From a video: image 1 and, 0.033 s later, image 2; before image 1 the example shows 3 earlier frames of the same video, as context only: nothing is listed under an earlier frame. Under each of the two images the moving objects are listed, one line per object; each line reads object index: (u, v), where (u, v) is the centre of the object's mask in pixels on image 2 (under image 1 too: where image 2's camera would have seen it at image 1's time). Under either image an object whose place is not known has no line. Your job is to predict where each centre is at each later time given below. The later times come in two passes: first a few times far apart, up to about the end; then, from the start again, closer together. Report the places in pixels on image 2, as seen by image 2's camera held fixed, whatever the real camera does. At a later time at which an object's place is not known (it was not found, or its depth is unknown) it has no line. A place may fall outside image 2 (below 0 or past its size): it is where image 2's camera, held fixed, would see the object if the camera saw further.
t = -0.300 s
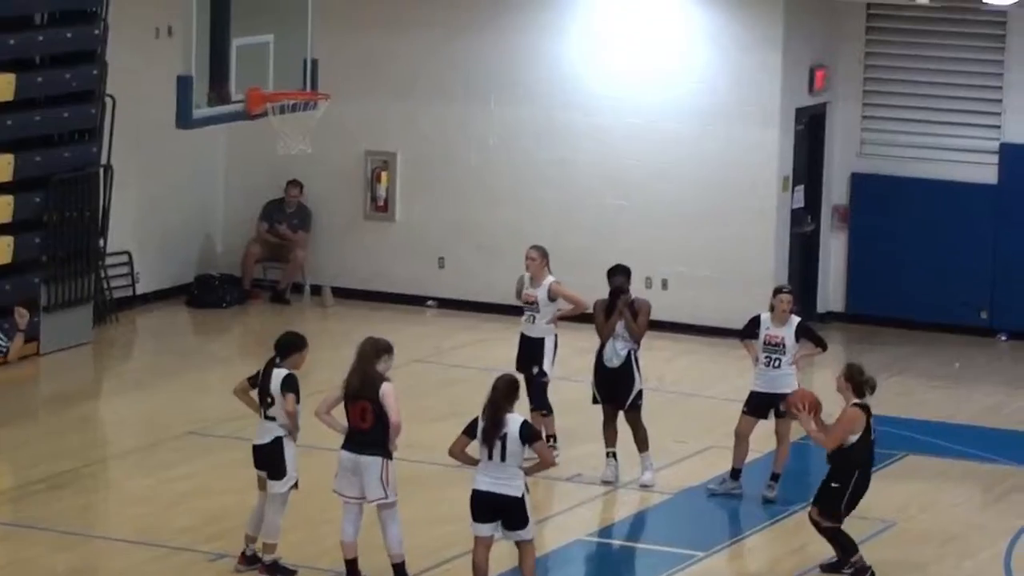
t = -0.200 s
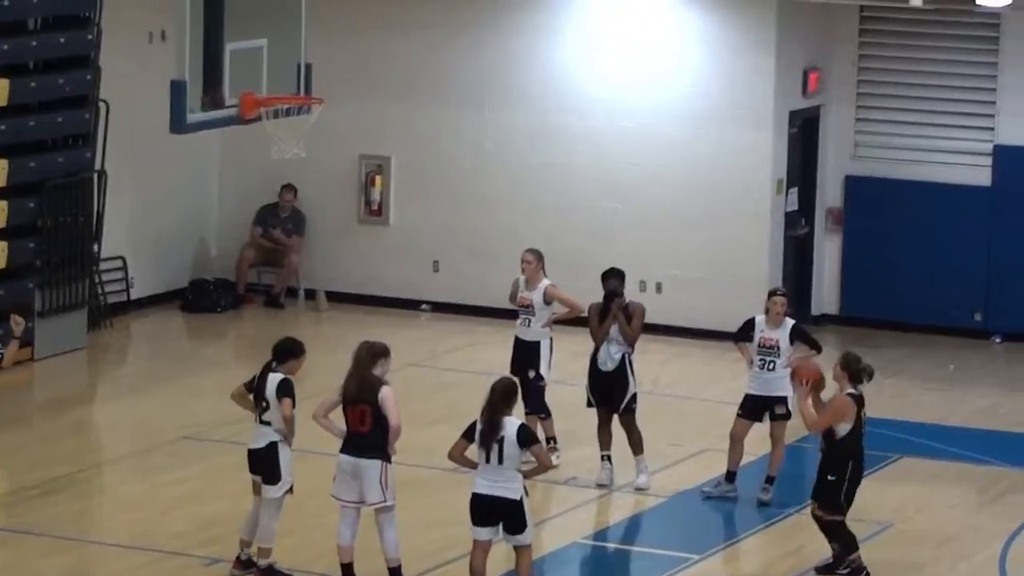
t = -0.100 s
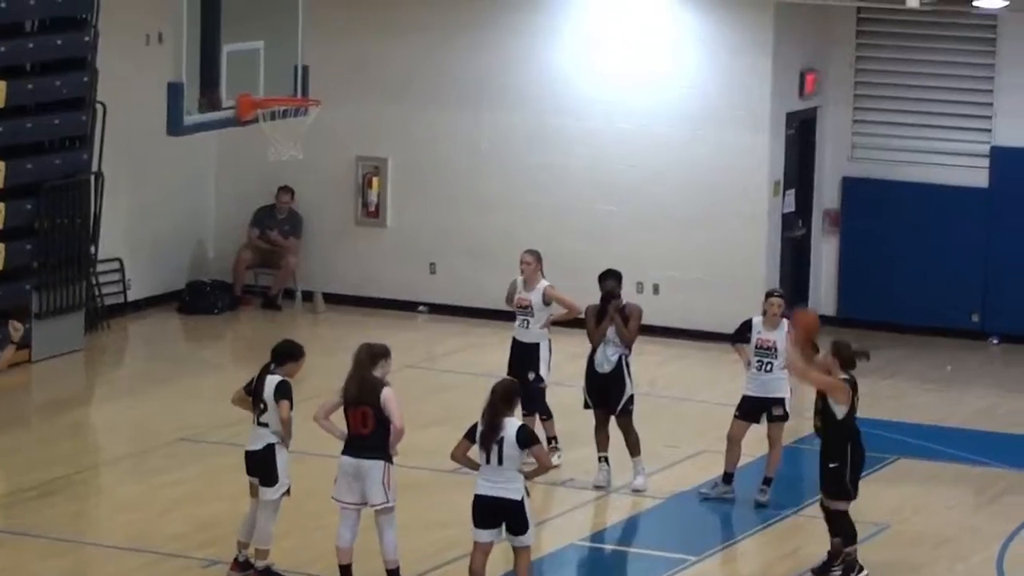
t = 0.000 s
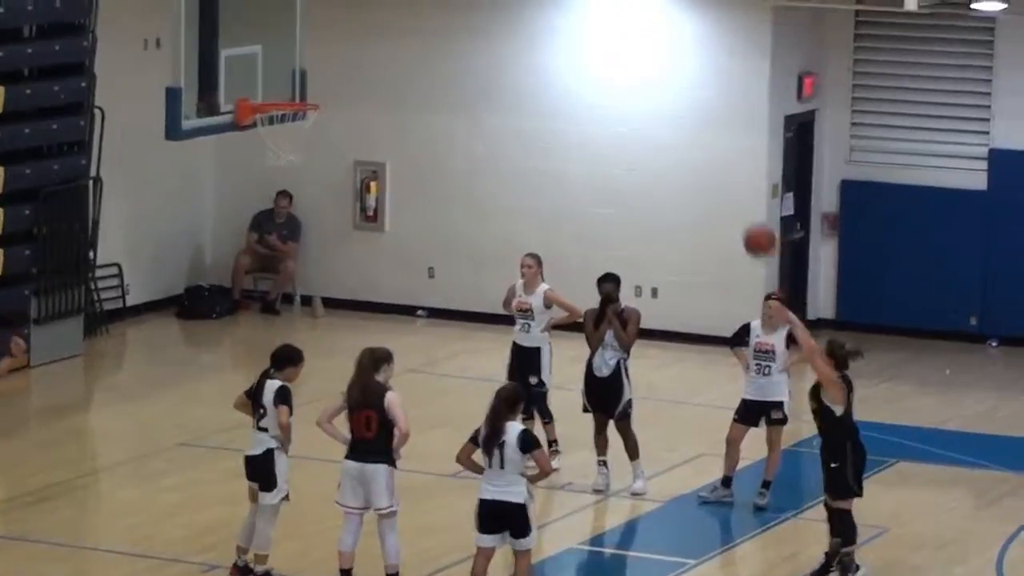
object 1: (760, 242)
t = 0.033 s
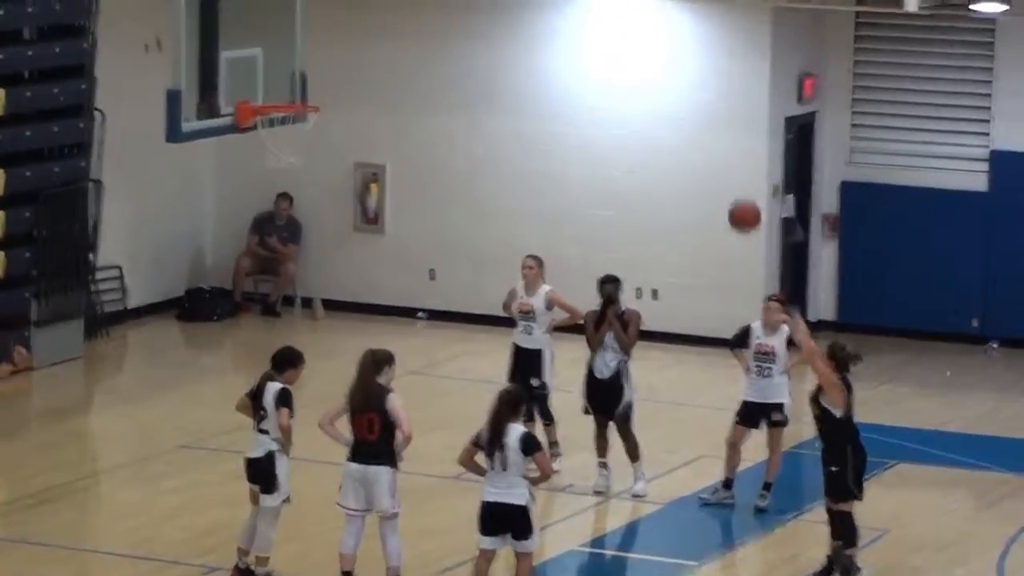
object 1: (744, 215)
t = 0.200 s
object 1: (665, 104)
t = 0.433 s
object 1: (557, 16)
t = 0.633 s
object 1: (466, 3)
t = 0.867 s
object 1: (362, 54)
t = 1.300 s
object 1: (405, 114)
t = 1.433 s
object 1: (443, 160)
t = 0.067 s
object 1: (728, 191)
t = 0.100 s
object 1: (712, 167)
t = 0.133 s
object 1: (696, 144)
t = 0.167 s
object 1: (681, 122)
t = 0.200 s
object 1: (665, 104)
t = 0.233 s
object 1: (649, 86)
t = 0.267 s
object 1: (634, 70)
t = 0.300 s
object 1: (618, 56)
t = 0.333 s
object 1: (603, 44)
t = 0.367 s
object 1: (587, 33)
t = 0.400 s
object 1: (572, 23)
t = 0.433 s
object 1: (557, 16)
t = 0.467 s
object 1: (542, 10)
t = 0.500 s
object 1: (526, 5)
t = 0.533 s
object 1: (512, 2)
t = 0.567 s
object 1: (496, 0)
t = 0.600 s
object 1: (482, 1)
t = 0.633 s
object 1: (466, 3)
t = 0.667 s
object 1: (451, 5)
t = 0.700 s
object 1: (436, 8)
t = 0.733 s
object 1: (421, 15)
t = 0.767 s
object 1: (406, 23)
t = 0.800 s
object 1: (392, 32)
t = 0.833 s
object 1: (377, 42)
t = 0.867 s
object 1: (362, 54)
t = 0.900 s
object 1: (347, 67)
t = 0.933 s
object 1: (333, 82)
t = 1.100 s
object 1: (348, 92)
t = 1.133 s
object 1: (357, 92)
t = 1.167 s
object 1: (366, 93)
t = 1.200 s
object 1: (376, 96)
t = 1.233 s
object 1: (386, 101)
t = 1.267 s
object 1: (396, 107)
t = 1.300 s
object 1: (405, 114)
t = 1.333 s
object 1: (415, 123)
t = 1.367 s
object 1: (425, 134)
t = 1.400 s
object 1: (434, 146)
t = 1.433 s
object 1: (443, 160)
